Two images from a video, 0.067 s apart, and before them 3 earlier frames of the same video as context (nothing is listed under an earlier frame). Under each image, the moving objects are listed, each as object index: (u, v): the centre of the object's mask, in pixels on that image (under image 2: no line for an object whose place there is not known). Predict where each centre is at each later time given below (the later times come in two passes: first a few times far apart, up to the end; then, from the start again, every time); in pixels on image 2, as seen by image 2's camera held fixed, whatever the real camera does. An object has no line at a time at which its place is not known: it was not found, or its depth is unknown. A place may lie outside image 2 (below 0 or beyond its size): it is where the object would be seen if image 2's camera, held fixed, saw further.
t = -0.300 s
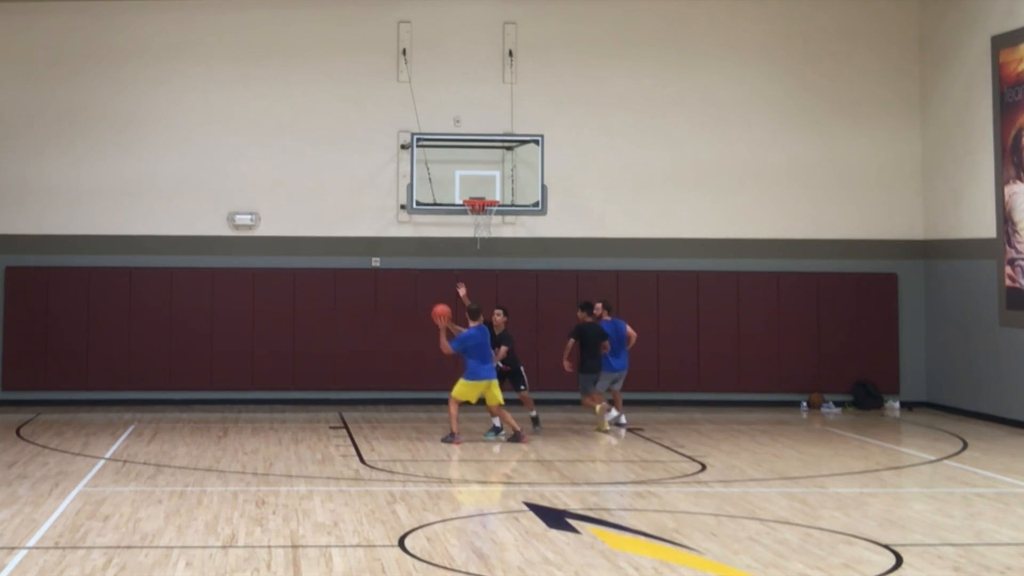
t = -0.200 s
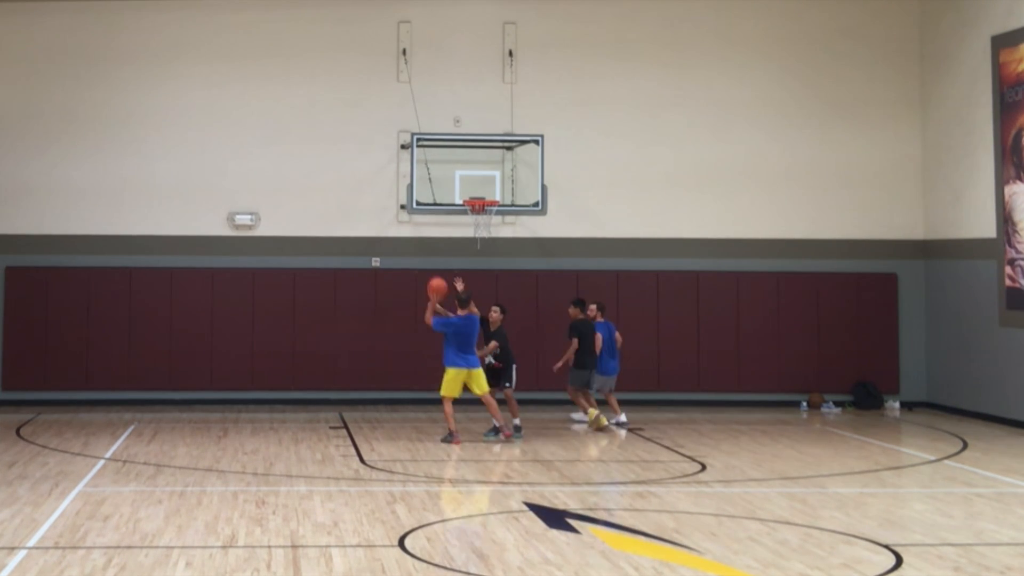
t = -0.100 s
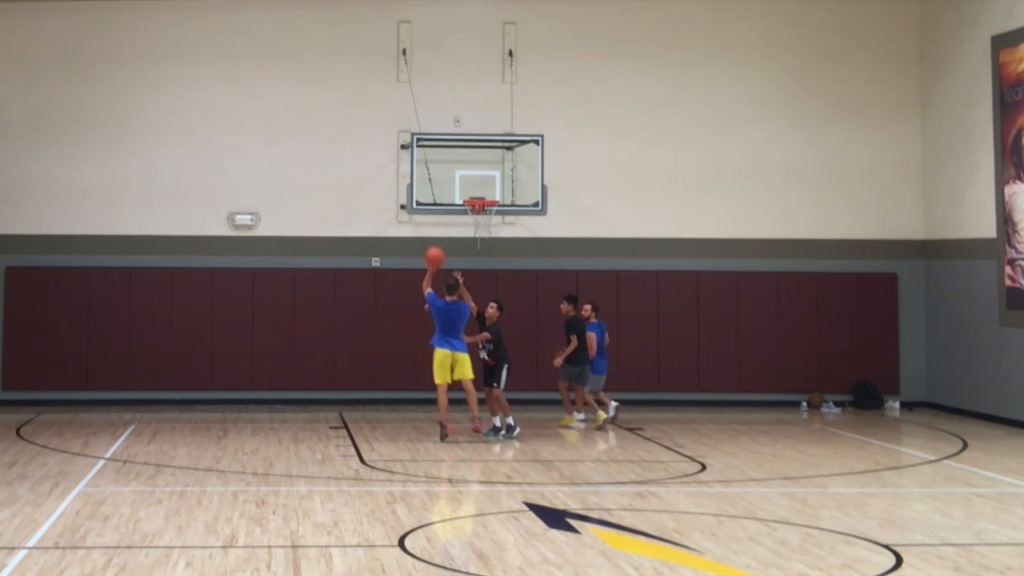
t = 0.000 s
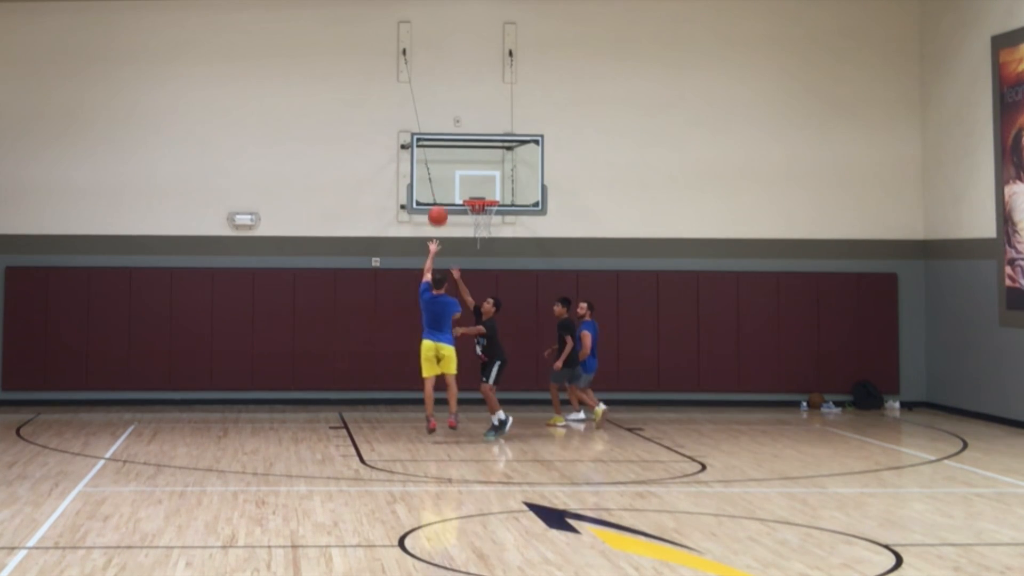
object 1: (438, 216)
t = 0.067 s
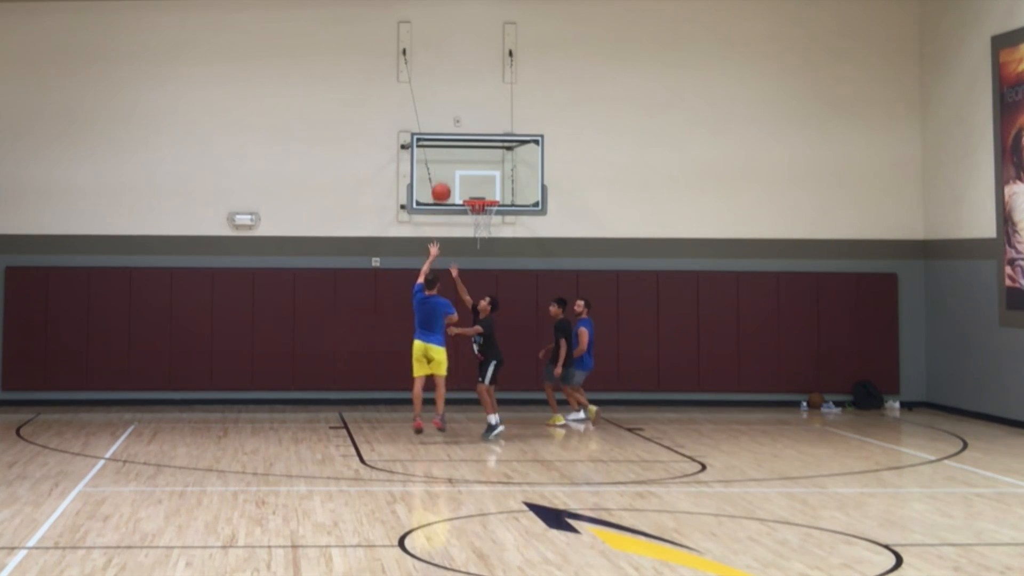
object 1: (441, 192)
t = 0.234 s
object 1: (449, 151)
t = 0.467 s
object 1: (460, 131)
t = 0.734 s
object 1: (470, 159)
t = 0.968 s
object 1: (484, 212)
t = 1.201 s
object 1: (490, 215)
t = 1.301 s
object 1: (487, 218)
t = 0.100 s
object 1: (443, 182)
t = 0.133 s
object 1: (444, 173)
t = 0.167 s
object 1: (446, 164)
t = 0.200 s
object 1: (448, 157)
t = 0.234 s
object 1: (449, 151)
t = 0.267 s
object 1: (451, 146)
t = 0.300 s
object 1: (452, 141)
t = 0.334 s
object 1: (454, 137)
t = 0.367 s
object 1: (455, 134)
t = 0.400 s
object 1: (457, 132)
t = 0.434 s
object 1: (458, 132)
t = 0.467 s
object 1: (460, 131)
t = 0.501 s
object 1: (461, 132)
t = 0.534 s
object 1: (462, 133)
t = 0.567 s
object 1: (464, 136)
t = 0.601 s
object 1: (465, 139)
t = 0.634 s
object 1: (466, 143)
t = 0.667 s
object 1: (468, 147)
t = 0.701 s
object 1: (469, 153)
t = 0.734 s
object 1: (470, 159)
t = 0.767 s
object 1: (472, 165)
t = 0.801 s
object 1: (473, 173)
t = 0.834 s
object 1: (474, 181)
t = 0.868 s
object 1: (476, 191)
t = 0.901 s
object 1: (477, 196)
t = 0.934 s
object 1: (482, 197)
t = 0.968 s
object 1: (484, 212)
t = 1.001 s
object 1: (490, 216)
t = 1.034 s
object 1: (492, 217)
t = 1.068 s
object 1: (492, 214)
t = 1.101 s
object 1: (492, 213)
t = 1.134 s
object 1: (491, 213)
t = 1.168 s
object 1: (491, 214)
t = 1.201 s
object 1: (490, 215)
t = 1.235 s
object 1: (489, 216)
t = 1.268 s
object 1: (488, 217)
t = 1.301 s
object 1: (487, 218)
